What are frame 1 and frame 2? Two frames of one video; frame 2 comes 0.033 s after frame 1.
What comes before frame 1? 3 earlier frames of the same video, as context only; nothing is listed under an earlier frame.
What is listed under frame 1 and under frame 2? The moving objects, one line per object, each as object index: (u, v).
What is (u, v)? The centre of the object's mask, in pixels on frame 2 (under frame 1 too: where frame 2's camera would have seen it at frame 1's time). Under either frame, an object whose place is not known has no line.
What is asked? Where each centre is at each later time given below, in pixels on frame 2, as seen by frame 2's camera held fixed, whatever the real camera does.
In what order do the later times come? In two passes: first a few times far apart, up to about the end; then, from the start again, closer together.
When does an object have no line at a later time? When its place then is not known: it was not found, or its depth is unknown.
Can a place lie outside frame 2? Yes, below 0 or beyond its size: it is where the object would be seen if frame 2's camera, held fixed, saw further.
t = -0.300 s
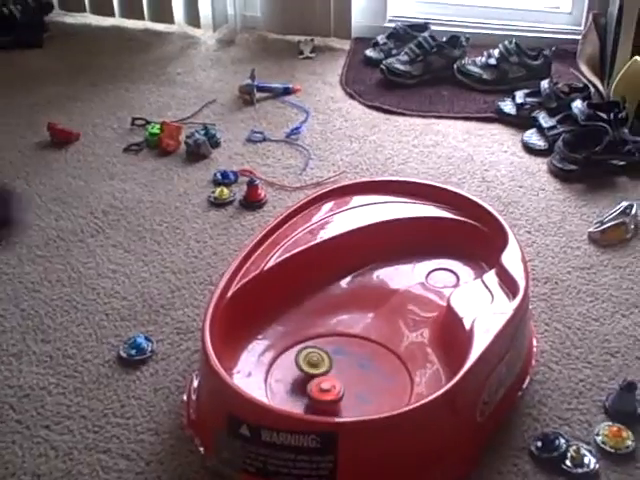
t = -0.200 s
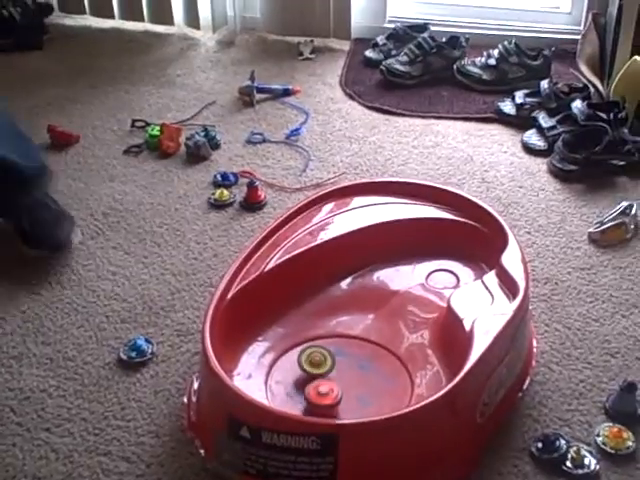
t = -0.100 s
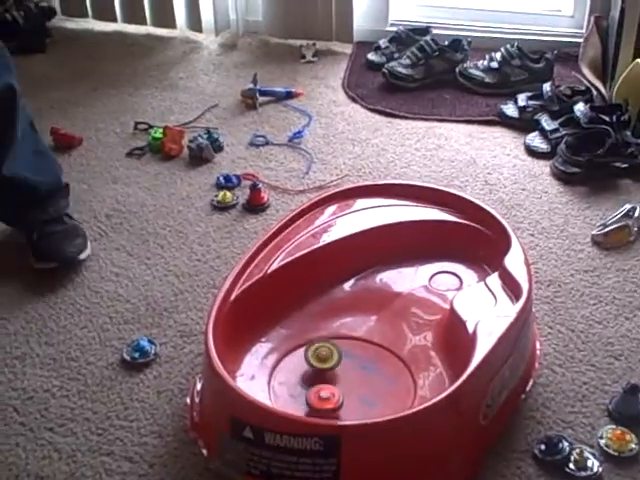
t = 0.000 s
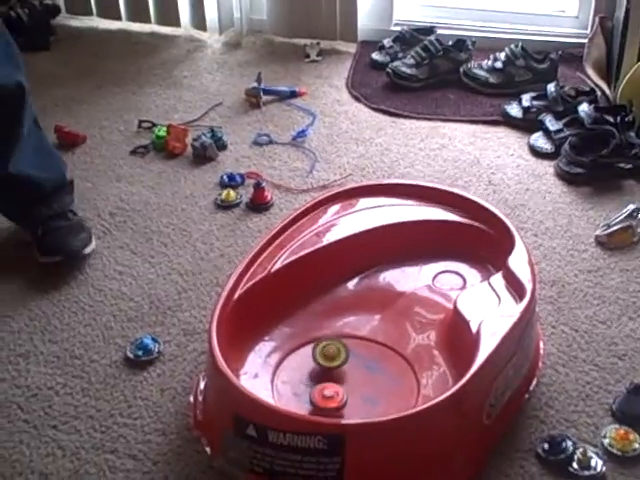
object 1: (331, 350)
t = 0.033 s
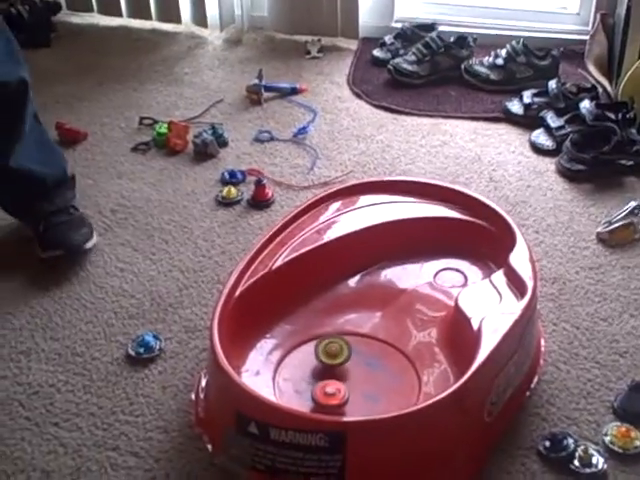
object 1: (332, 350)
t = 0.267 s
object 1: (342, 356)
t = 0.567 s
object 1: (357, 353)
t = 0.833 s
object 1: (371, 345)
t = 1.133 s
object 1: (366, 339)
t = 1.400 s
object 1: (357, 348)
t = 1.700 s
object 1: (362, 350)
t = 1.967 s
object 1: (360, 349)
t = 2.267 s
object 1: (367, 345)
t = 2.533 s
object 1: (363, 355)
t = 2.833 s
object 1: (371, 350)
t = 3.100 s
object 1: (361, 353)
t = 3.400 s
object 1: (356, 351)
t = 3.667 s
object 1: (357, 345)
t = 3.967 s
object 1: (359, 346)
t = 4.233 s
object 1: (363, 346)
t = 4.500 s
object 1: (364, 340)
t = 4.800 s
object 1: (359, 349)
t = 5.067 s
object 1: (351, 361)
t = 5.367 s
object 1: (355, 354)
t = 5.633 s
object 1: (360, 353)
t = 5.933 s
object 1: (371, 355)
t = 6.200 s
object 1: (377, 348)
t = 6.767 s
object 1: (367, 357)
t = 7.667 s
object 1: (349, 354)
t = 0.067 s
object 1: (334, 351)
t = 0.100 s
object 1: (335, 352)
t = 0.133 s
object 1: (337, 353)
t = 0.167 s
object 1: (338, 354)
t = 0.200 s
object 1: (340, 354)
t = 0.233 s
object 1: (341, 355)
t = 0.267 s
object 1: (342, 356)
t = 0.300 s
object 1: (343, 357)
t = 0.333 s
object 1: (344, 357)
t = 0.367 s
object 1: (345, 357)
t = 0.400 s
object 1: (348, 354)
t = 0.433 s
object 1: (351, 352)
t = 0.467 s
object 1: (354, 351)
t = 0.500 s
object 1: (355, 351)
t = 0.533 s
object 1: (357, 352)
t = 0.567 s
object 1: (357, 353)
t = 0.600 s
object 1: (358, 354)
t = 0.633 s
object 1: (357, 356)
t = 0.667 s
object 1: (357, 357)
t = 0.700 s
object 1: (357, 358)
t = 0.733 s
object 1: (357, 359)
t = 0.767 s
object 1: (364, 354)
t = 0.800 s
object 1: (368, 349)
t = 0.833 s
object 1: (371, 345)
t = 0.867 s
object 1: (372, 341)
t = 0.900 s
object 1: (373, 338)
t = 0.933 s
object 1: (373, 337)
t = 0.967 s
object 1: (373, 337)
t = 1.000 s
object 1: (372, 337)
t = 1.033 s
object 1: (370, 338)
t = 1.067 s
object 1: (369, 338)
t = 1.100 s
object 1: (368, 338)
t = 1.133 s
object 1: (366, 339)
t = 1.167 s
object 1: (365, 339)
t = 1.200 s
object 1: (363, 340)
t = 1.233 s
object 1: (362, 341)
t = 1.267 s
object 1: (360, 342)
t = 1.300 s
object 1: (359, 344)
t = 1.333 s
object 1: (358, 345)
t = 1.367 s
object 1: (357, 346)
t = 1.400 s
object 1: (357, 348)
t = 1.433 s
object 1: (356, 350)
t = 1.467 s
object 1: (356, 353)
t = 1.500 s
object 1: (356, 353)
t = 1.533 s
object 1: (356, 352)
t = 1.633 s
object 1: (358, 353)
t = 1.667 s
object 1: (362, 351)
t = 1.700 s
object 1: (362, 350)
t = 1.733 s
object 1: (362, 350)
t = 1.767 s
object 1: (363, 349)
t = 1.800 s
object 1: (362, 349)
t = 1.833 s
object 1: (362, 349)
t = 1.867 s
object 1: (362, 349)
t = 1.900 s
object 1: (361, 349)
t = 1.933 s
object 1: (360, 349)
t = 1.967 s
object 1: (360, 349)
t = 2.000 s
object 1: (360, 349)
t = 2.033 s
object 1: (362, 346)
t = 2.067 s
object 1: (364, 345)
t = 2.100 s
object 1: (364, 344)
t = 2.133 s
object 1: (366, 343)
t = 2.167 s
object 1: (366, 343)
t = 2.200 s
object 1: (367, 343)
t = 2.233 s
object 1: (368, 344)
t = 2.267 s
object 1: (367, 345)
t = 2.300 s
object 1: (367, 346)
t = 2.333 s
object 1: (366, 347)
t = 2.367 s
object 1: (367, 348)
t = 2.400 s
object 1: (365, 350)
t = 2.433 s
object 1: (365, 352)
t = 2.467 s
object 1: (364, 354)
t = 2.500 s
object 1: (363, 355)
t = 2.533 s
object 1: (363, 355)
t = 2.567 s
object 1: (364, 356)
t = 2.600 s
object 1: (364, 357)
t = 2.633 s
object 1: (364, 357)
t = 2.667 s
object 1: (368, 353)
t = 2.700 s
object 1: (370, 352)
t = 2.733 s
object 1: (372, 351)
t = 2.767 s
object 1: (372, 351)
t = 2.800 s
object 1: (372, 350)
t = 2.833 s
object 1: (371, 350)
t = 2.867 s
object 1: (370, 350)
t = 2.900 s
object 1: (369, 350)
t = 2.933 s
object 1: (368, 350)
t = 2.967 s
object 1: (367, 350)
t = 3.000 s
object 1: (366, 351)
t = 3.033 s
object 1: (364, 352)
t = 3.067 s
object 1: (362, 353)
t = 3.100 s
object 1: (361, 353)
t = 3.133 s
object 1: (359, 354)
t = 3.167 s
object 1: (358, 355)
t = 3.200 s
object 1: (357, 357)
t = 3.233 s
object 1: (355, 358)
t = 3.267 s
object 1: (354, 360)
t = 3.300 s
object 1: (353, 361)
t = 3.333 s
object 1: (353, 361)
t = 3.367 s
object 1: (355, 356)
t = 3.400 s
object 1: (356, 351)
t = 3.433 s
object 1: (357, 348)
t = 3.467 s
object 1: (358, 346)
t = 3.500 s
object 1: (358, 345)
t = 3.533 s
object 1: (358, 345)
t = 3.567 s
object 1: (359, 344)
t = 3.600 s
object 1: (358, 345)
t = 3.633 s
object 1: (358, 345)
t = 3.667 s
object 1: (357, 345)
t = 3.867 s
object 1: (356, 347)
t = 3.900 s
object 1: (356, 346)
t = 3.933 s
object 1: (357, 346)
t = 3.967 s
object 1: (359, 346)
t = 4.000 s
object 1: (360, 346)
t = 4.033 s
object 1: (363, 343)
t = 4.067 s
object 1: (365, 342)
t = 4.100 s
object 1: (365, 343)
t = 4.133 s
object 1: (366, 343)
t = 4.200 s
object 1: (364, 345)
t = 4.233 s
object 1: (363, 346)
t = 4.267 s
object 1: (362, 347)
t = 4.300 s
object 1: (360, 348)
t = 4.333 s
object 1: (360, 347)
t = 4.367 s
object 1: (362, 343)
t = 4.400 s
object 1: (364, 341)
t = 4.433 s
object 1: (364, 340)
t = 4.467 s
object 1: (364, 340)
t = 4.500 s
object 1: (364, 340)
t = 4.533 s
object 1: (363, 340)
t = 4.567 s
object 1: (362, 341)
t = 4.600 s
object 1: (362, 342)
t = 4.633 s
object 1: (361, 343)
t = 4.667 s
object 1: (361, 343)
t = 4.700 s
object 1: (360, 344)
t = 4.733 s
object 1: (360, 345)
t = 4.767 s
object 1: (359, 347)
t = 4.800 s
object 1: (359, 349)
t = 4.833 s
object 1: (358, 350)
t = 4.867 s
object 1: (357, 353)
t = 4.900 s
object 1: (356, 354)
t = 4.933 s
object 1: (355, 356)
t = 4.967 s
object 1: (354, 357)
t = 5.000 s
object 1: (353, 359)
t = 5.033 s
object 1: (353, 360)
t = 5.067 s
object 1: (351, 361)
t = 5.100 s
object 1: (350, 362)
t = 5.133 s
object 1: (350, 362)
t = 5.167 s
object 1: (350, 361)
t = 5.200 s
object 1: (350, 361)
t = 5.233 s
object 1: (350, 361)
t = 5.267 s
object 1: (351, 360)
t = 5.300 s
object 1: (351, 358)
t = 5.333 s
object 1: (353, 357)
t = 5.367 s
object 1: (355, 354)
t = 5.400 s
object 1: (357, 353)
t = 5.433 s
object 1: (358, 352)
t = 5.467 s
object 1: (359, 352)
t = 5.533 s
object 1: (360, 352)
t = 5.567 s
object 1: (360, 353)
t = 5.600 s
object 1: (360, 353)
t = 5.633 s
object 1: (360, 353)
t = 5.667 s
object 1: (361, 352)
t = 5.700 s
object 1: (362, 353)
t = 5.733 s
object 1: (364, 353)
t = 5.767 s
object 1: (365, 354)
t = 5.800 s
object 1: (366, 354)
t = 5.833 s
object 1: (369, 353)
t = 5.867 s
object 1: (371, 353)
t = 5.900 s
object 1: (372, 354)
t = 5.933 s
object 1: (371, 355)
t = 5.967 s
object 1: (370, 356)
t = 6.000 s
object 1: (369, 356)
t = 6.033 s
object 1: (367, 357)
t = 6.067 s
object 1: (367, 357)
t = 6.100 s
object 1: (367, 358)
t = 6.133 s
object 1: (366, 357)
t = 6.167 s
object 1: (370, 354)
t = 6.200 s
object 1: (377, 348)
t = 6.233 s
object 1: (382, 344)
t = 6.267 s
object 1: (385, 341)
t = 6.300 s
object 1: (387, 340)
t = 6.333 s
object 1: (388, 340)
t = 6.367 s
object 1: (388, 340)
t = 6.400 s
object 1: (387, 341)
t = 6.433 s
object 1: (386, 342)
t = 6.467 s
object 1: (385, 342)
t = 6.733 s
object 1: (370, 354)
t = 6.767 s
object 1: (367, 357)
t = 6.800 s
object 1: (363, 359)
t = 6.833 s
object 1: (360, 361)
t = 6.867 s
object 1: (359, 358)
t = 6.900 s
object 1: (357, 357)
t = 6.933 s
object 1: (357, 355)
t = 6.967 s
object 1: (356, 355)
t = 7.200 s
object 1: (353, 356)
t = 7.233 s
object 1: (353, 356)
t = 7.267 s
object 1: (353, 355)
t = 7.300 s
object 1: (355, 354)
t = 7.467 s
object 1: (351, 355)
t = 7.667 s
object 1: (349, 354)
